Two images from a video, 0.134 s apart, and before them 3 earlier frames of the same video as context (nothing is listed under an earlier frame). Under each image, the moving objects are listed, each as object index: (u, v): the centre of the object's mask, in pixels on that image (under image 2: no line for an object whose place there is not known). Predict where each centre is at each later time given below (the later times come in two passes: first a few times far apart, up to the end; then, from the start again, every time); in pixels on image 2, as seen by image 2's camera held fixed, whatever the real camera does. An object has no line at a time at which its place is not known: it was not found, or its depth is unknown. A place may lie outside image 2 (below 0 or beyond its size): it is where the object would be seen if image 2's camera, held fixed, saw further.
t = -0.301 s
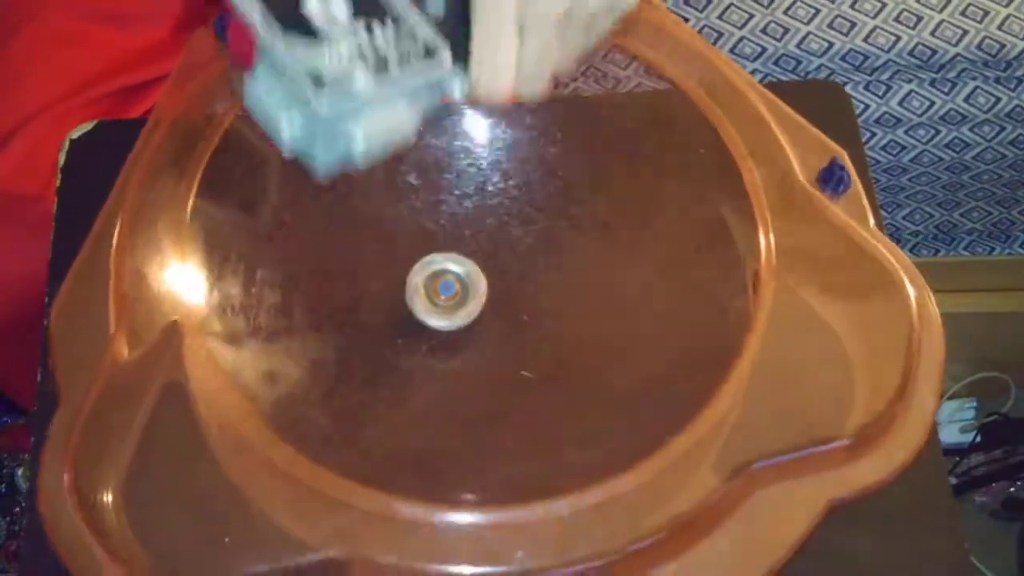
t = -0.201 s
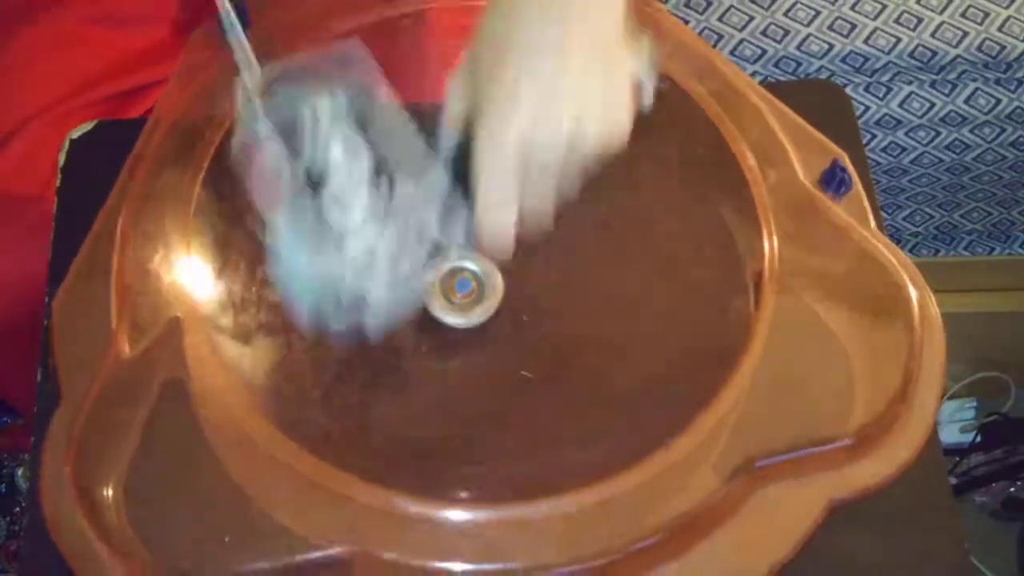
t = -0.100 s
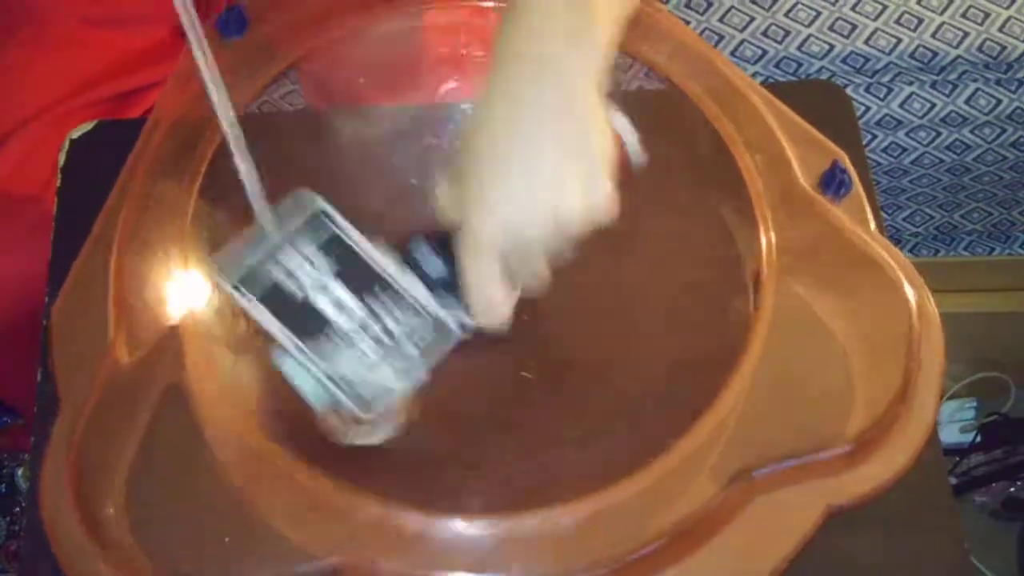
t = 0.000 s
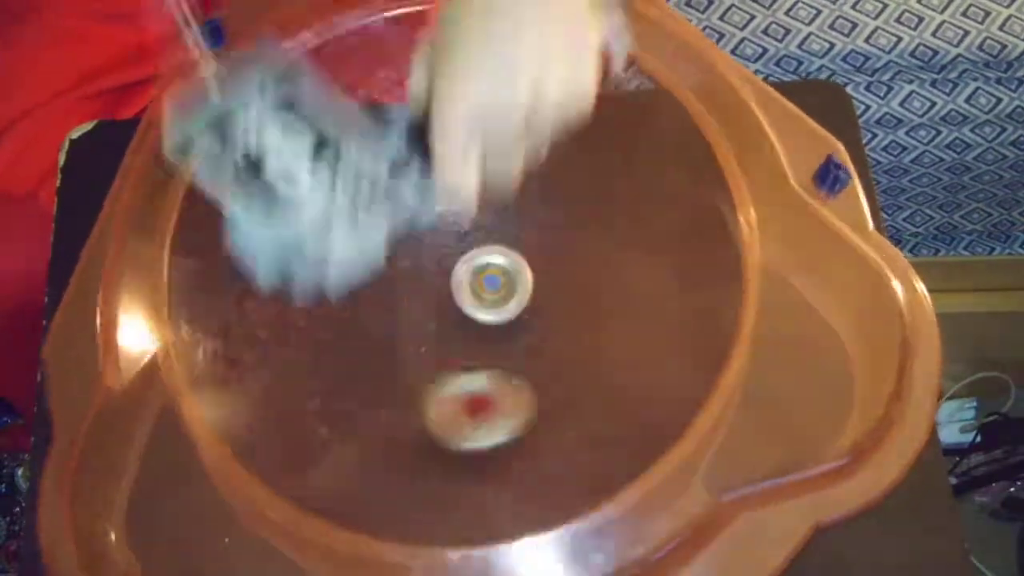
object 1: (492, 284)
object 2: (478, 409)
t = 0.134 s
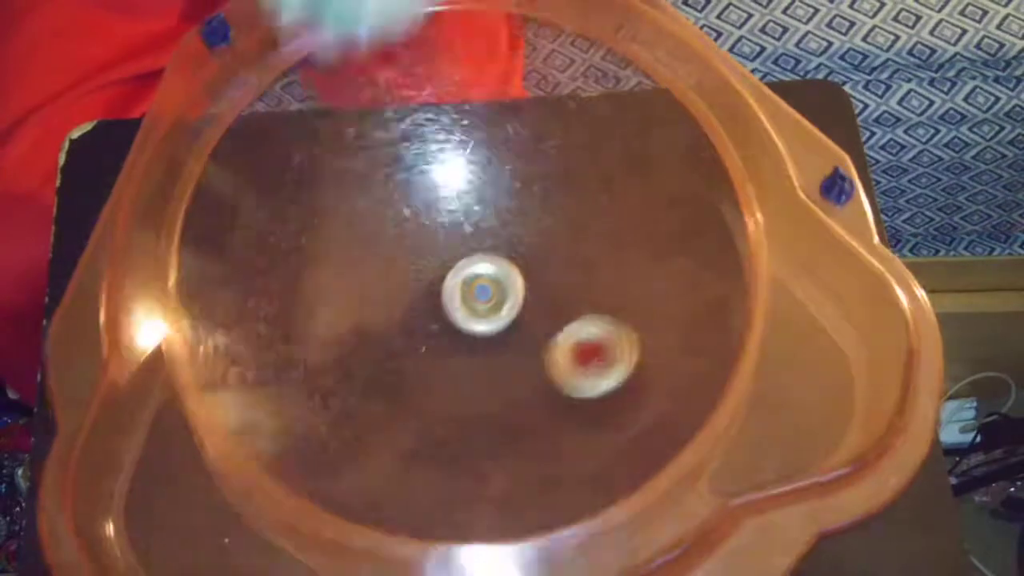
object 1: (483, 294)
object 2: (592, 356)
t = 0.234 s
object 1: (477, 314)
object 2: (606, 308)
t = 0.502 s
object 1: (632, 322)
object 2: (447, 229)
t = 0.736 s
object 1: (558, 229)
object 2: (330, 395)
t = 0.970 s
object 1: (380, 333)
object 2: (547, 442)
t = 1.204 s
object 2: (585, 229)
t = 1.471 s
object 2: (367, 292)
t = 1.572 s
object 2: (385, 383)
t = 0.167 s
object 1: (478, 301)
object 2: (603, 340)
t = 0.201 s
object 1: (476, 307)
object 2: (609, 324)
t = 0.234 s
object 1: (477, 314)
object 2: (606, 308)
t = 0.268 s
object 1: (484, 319)
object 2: (598, 292)
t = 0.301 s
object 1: (496, 326)
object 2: (585, 273)
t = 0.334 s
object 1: (513, 333)
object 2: (567, 257)
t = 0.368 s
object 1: (534, 339)
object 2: (545, 242)
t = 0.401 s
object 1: (558, 344)
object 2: (521, 232)
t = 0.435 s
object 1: (584, 343)
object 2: (496, 226)
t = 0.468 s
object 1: (610, 336)
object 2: (471, 225)
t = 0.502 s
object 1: (632, 322)
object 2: (447, 229)
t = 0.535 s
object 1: (645, 304)
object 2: (423, 240)
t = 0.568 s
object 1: (650, 284)
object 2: (400, 258)
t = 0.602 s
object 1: (647, 265)
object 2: (378, 278)
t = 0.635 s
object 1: (635, 249)
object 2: (358, 305)
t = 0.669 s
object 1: (616, 238)
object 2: (343, 334)
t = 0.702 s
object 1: (590, 232)
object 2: (332, 365)
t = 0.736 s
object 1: (558, 229)
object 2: (330, 395)
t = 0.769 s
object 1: (523, 232)
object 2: (340, 420)
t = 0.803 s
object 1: (489, 238)
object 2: (359, 439)
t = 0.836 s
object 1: (460, 248)
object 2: (386, 453)
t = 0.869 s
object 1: (431, 262)
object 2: (424, 459)
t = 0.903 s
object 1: (409, 281)
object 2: (463, 459)
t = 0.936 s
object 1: (391, 304)
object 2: (504, 457)
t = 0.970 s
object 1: (380, 333)
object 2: (547, 442)
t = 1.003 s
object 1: (376, 365)
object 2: (583, 419)
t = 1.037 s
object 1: (379, 399)
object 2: (610, 388)
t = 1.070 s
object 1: (391, 432)
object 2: (624, 354)
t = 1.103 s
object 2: (629, 317)
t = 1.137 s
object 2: (622, 282)
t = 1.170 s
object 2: (606, 252)
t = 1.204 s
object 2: (585, 229)
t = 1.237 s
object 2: (560, 215)
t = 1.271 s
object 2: (531, 208)
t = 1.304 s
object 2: (492, 206)
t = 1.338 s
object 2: (459, 212)
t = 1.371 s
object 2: (427, 224)
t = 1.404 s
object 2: (399, 241)
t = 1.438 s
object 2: (379, 266)
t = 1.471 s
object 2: (367, 292)
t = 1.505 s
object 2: (364, 322)
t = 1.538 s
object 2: (370, 354)
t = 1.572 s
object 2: (385, 383)
